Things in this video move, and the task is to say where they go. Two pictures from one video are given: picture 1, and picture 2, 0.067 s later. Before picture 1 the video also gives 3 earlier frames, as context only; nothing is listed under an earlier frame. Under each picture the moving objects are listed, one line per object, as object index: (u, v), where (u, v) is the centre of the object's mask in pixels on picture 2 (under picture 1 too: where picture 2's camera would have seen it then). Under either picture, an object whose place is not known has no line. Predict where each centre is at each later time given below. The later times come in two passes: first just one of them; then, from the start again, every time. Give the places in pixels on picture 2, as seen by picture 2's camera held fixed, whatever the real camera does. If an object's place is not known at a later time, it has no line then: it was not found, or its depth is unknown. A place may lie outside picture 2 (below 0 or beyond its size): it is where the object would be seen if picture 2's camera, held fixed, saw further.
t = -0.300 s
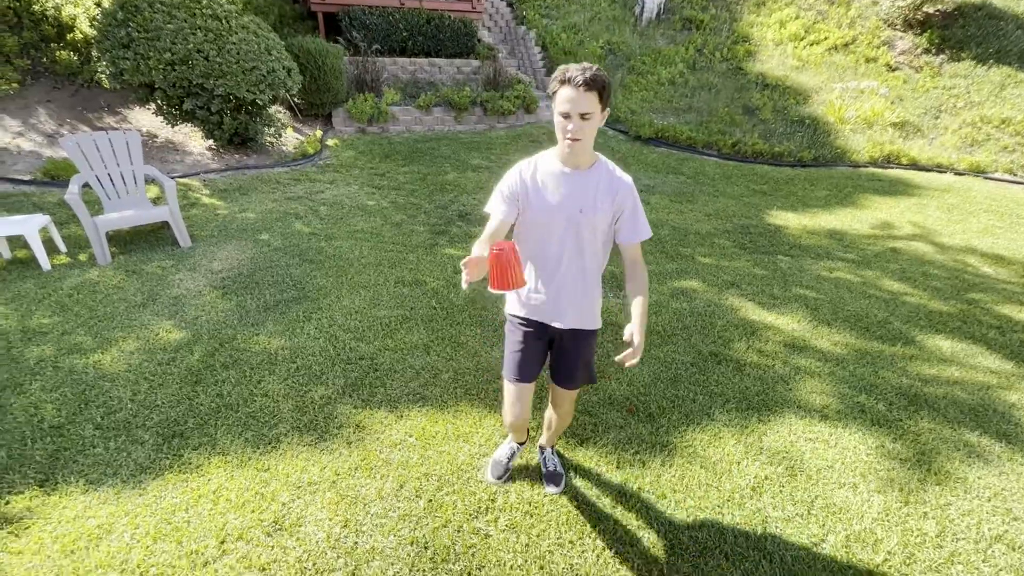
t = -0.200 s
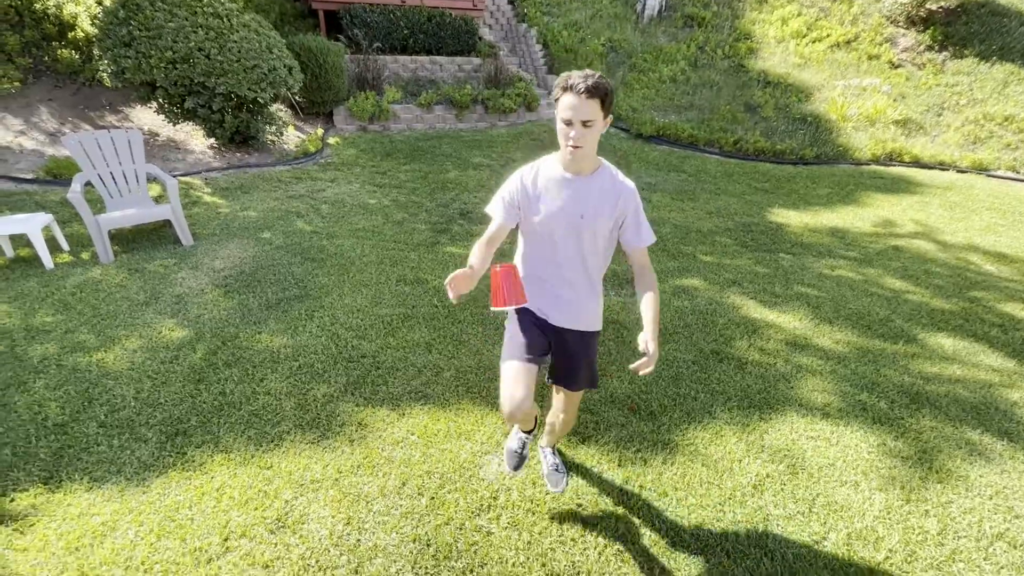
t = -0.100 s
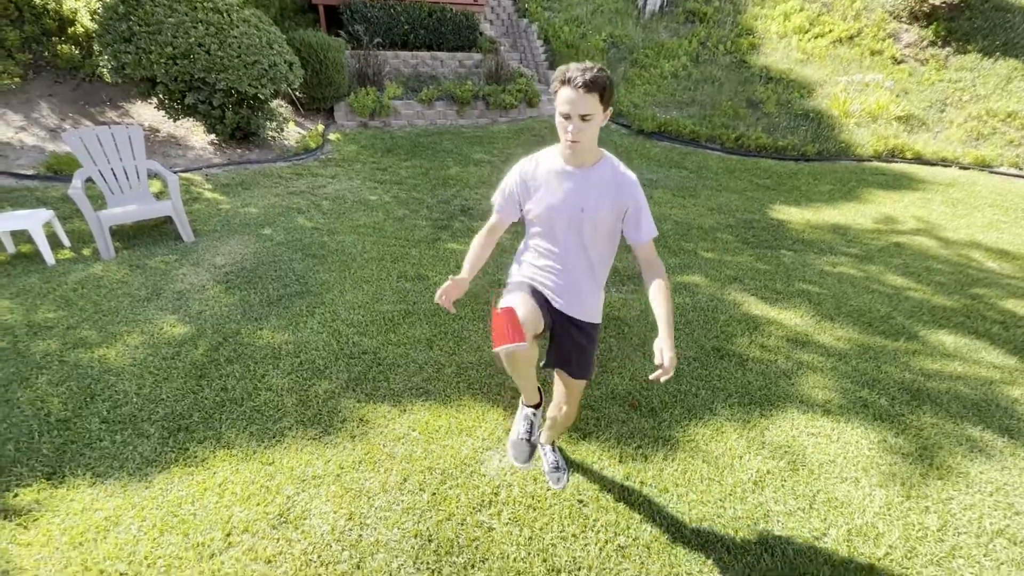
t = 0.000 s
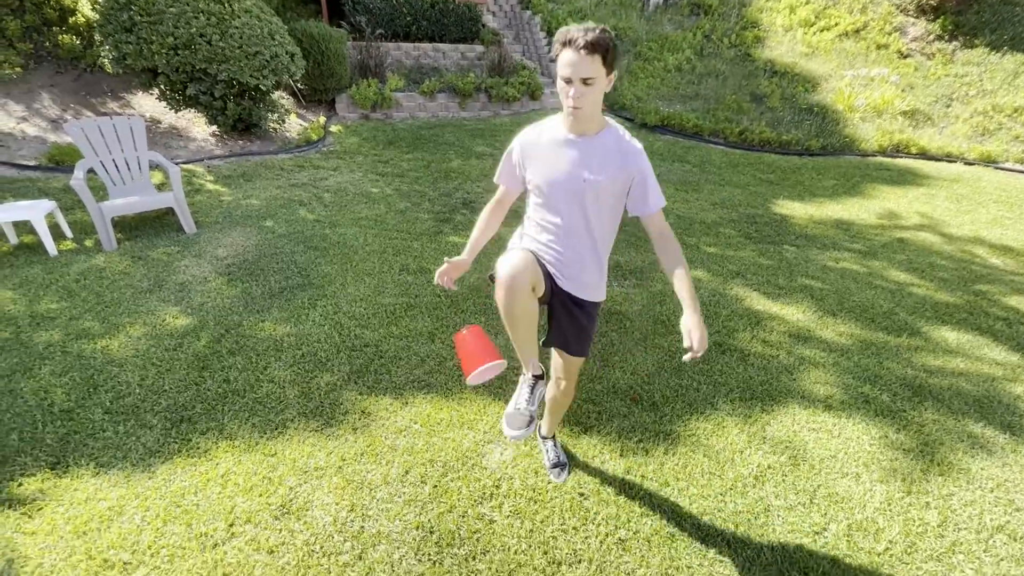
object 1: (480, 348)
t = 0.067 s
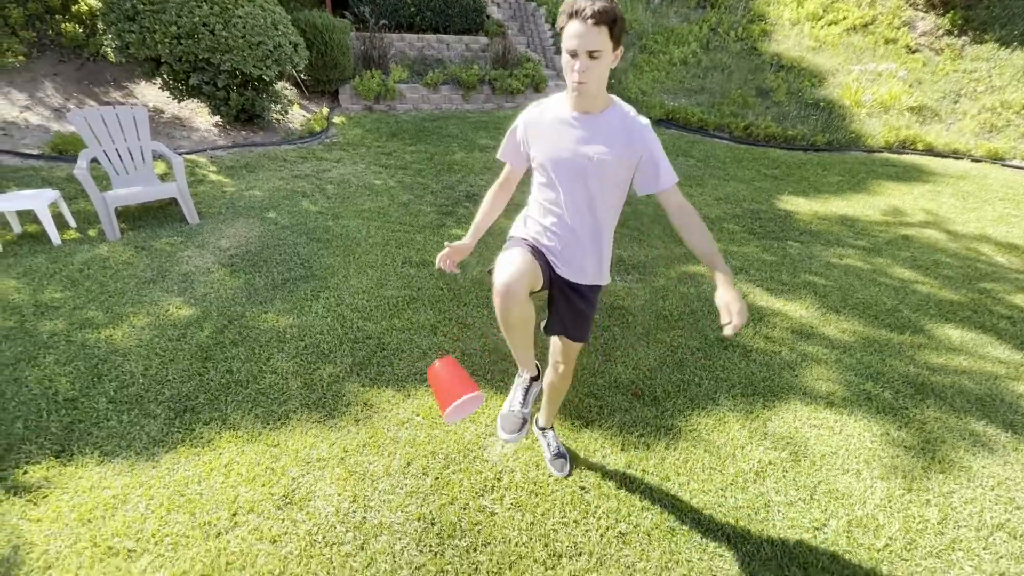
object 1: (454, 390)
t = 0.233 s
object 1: (390, 563)
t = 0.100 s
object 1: (440, 416)
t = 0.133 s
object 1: (427, 448)
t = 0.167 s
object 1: (414, 484)
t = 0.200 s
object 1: (401, 521)
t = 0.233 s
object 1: (390, 563)
